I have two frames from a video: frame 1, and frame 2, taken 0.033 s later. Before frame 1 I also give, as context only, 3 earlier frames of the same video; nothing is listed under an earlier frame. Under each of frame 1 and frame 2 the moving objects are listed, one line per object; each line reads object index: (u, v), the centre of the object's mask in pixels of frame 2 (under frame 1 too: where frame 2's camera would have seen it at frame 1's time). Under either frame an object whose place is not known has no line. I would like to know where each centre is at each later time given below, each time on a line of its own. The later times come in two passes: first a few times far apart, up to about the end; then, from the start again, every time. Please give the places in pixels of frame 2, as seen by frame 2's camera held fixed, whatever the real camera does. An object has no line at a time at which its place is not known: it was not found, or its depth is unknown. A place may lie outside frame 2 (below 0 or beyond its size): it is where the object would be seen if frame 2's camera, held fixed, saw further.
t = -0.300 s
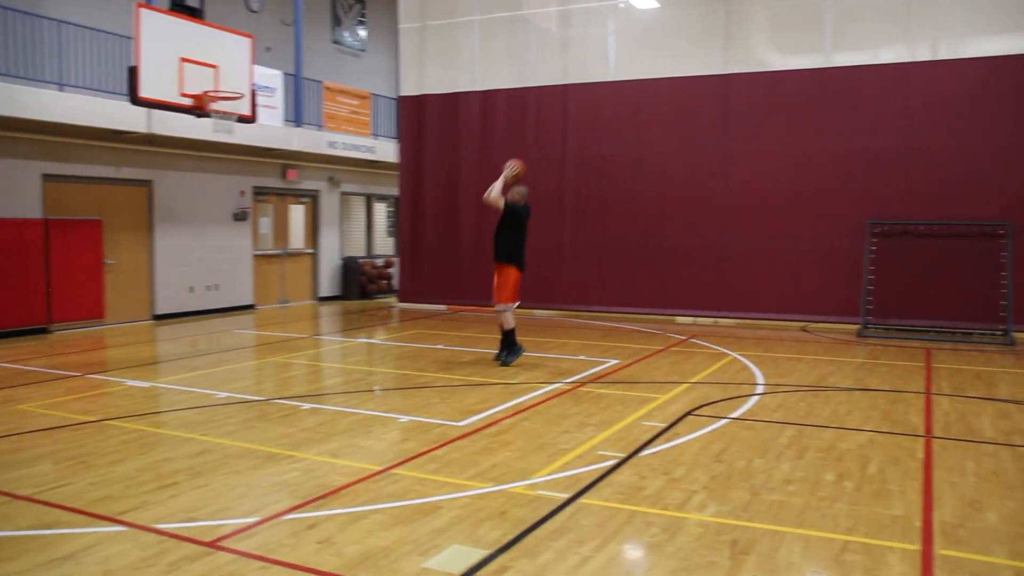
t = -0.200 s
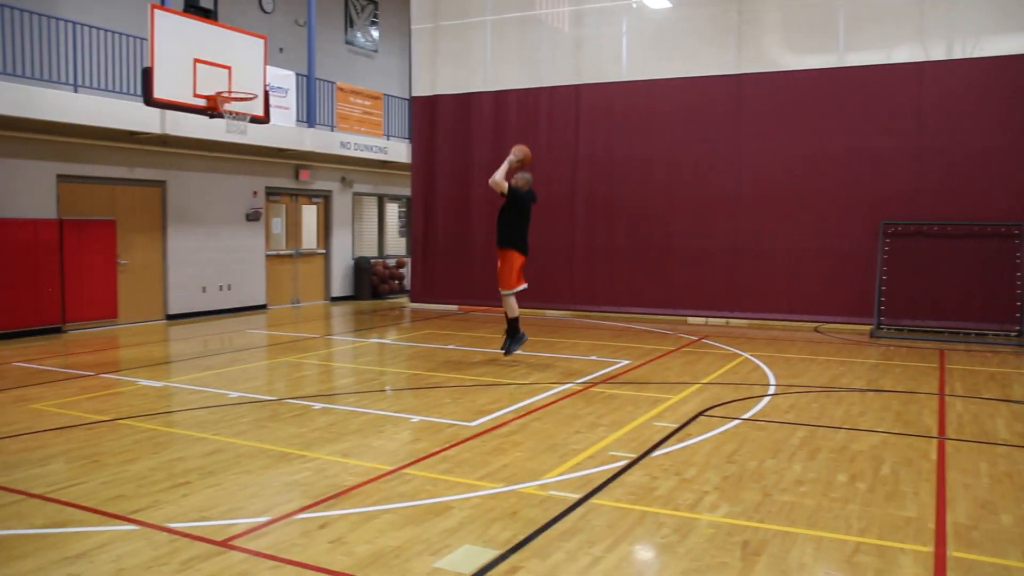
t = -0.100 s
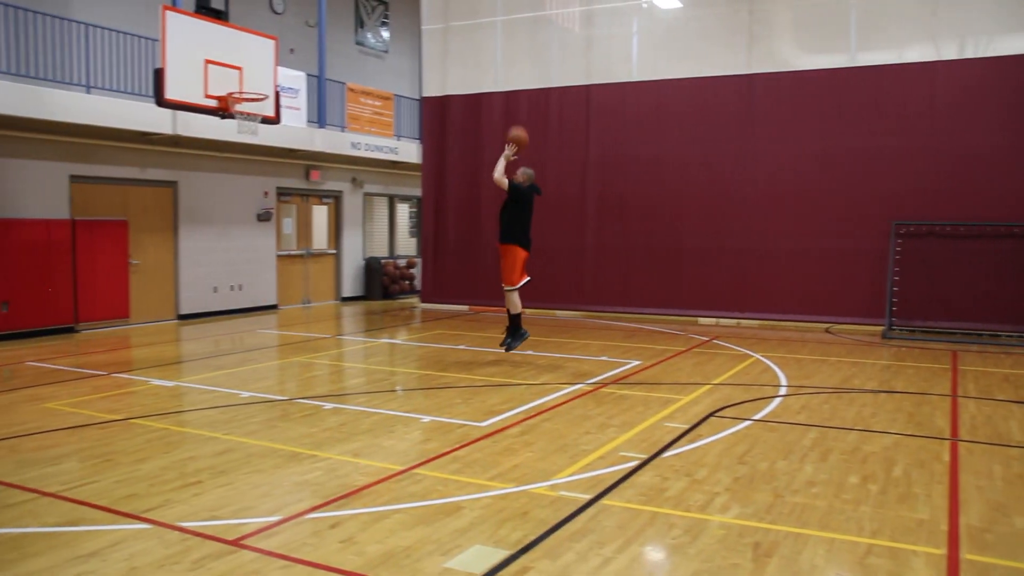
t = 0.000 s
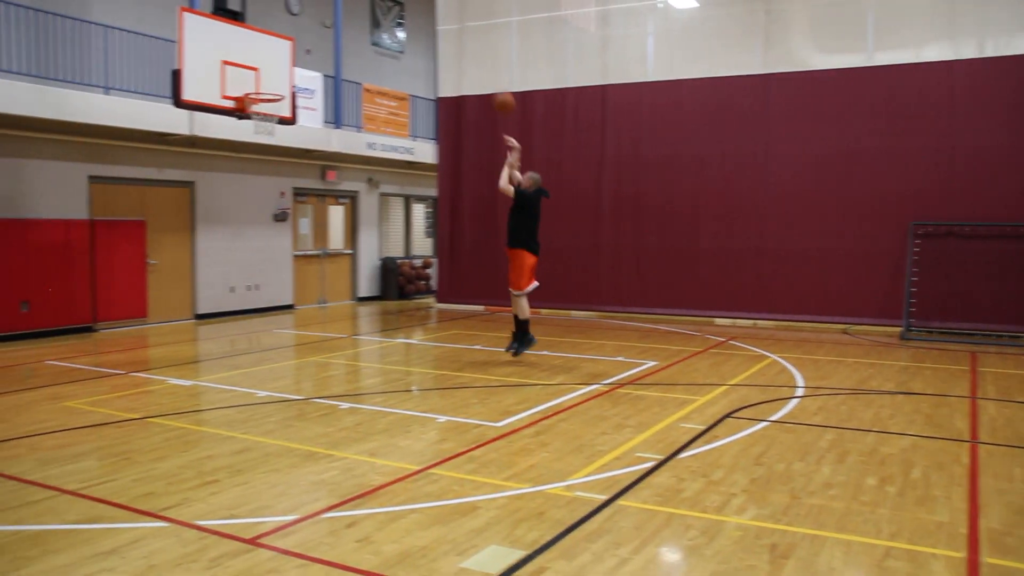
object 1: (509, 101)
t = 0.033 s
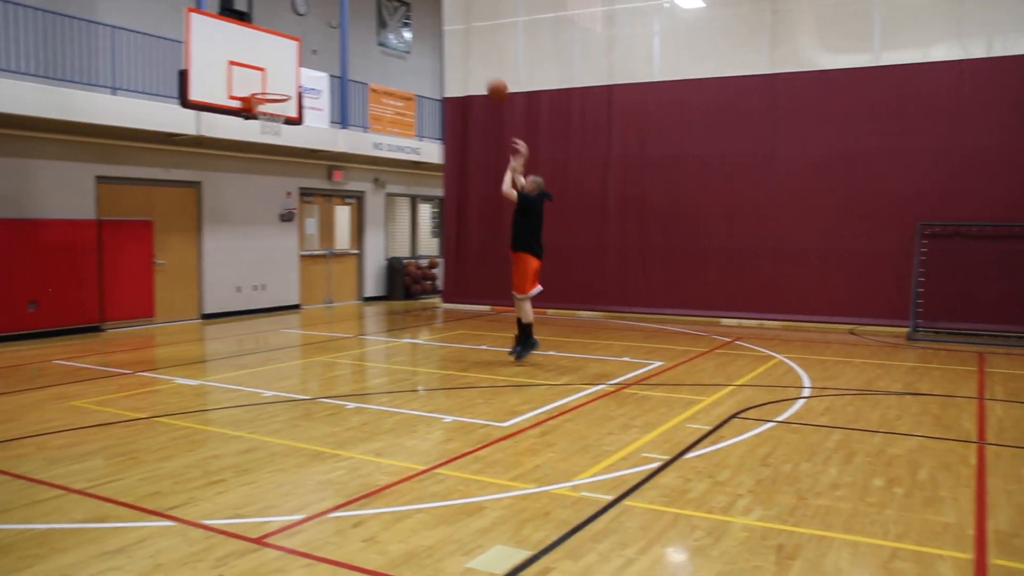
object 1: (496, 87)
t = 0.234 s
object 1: (434, 39)
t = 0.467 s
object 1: (359, 29)
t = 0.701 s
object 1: (288, 64)
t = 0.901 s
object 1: (289, 65)
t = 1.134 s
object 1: (342, 51)
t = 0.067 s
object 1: (486, 77)
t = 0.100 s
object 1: (476, 68)
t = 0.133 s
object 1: (465, 59)
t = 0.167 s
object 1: (455, 51)
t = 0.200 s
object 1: (443, 45)
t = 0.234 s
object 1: (434, 39)
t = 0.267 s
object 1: (425, 34)
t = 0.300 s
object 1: (413, 31)
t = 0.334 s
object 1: (401, 28)
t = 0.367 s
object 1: (391, 27)
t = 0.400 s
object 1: (380, 27)
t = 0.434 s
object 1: (369, 28)
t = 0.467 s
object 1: (359, 29)
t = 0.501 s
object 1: (349, 31)
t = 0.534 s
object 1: (338, 34)
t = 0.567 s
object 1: (328, 38)
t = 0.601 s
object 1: (319, 43)
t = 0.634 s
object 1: (309, 49)
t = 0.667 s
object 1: (297, 56)
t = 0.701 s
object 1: (288, 64)
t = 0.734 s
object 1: (278, 72)
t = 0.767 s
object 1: (267, 82)
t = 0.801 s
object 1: (266, 83)
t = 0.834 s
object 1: (274, 77)
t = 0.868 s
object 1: (282, 70)
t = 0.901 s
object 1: (289, 65)
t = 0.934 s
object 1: (298, 60)
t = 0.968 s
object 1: (306, 56)
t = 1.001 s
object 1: (313, 54)
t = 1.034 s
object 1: (321, 52)
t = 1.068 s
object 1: (327, 51)
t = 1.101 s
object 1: (335, 51)
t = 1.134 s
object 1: (342, 51)
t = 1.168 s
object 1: (350, 53)
